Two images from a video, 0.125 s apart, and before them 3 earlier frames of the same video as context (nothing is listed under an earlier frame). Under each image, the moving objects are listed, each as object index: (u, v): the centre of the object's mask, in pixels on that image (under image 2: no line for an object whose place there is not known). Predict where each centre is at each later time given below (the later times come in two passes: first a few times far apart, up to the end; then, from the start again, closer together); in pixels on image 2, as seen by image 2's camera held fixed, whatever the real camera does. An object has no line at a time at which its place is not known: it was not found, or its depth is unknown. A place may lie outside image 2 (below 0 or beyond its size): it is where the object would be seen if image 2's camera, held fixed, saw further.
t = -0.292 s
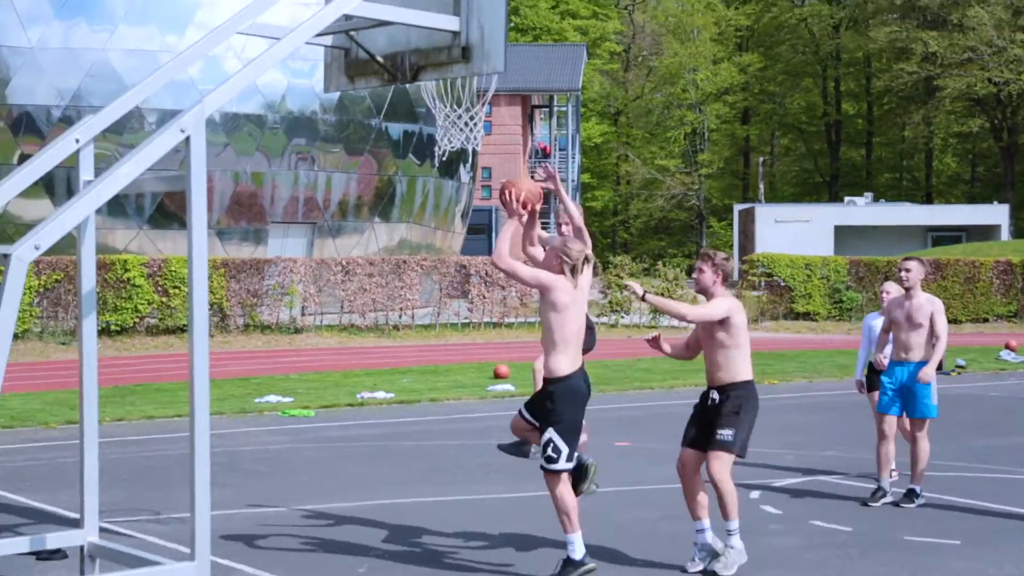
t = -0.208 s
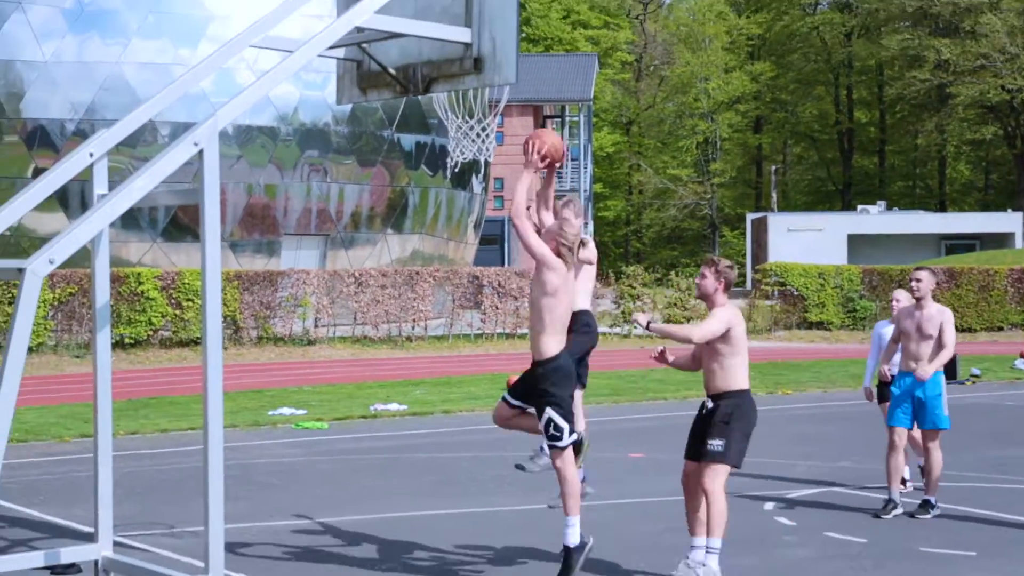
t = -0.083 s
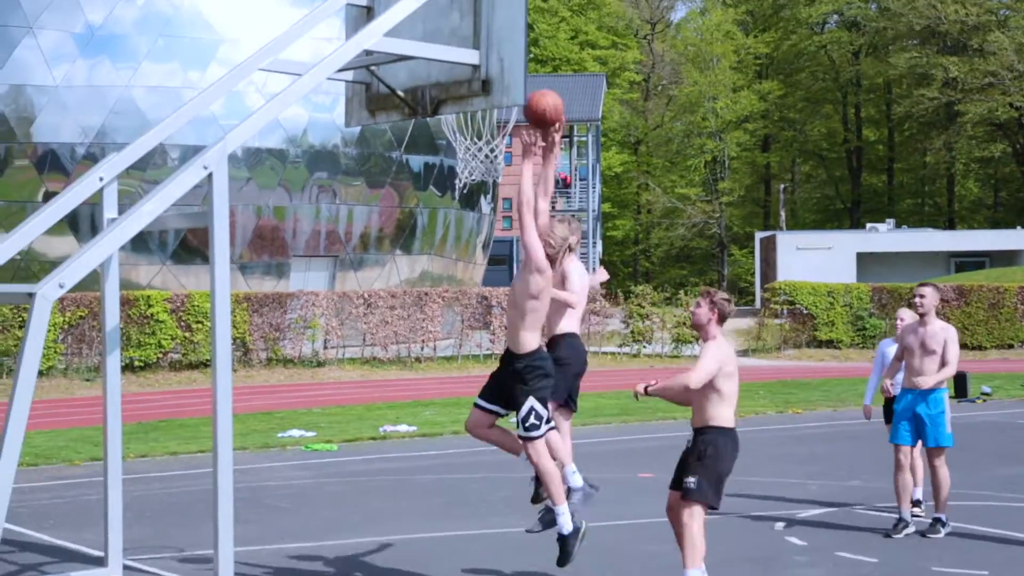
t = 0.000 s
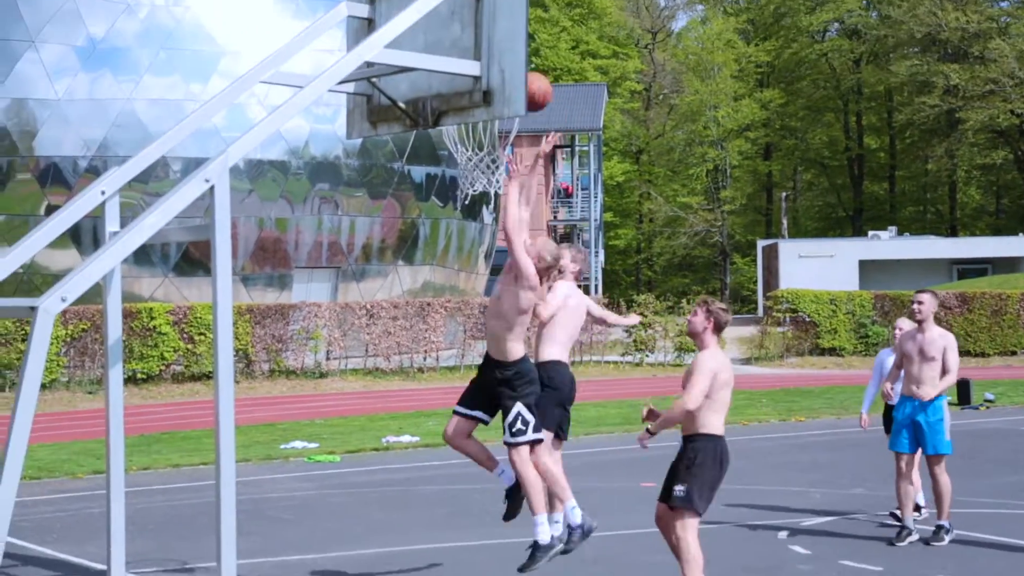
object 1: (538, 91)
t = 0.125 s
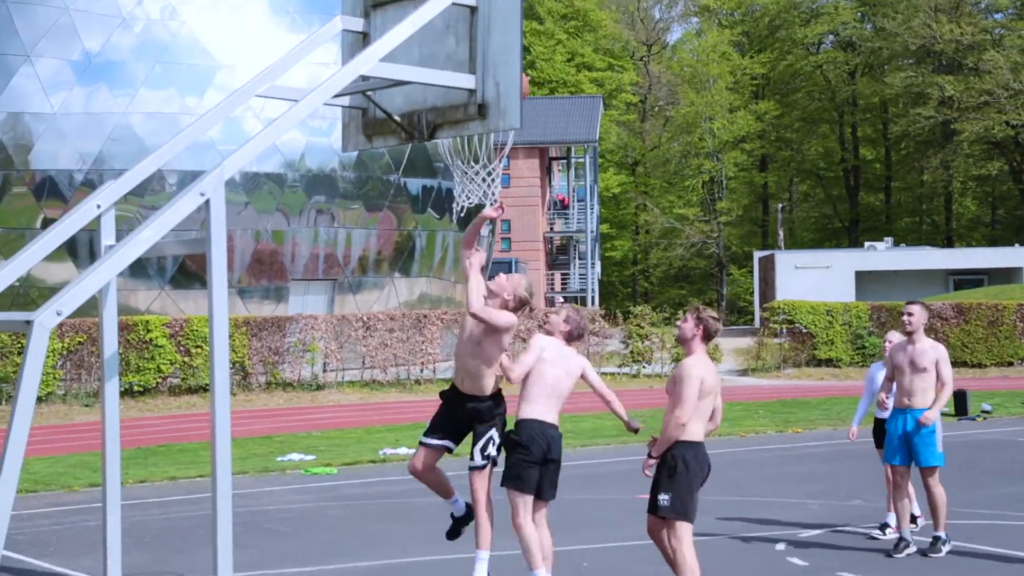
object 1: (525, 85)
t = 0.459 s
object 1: (465, 163)
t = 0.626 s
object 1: (455, 213)
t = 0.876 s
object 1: (444, 361)
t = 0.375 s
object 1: (473, 143)
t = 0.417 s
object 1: (468, 150)
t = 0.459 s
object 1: (465, 163)
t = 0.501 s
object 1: (459, 176)
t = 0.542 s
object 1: (458, 187)
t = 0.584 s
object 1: (456, 199)
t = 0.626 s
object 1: (455, 213)
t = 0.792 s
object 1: (447, 302)
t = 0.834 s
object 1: (446, 330)
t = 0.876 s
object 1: (444, 361)
